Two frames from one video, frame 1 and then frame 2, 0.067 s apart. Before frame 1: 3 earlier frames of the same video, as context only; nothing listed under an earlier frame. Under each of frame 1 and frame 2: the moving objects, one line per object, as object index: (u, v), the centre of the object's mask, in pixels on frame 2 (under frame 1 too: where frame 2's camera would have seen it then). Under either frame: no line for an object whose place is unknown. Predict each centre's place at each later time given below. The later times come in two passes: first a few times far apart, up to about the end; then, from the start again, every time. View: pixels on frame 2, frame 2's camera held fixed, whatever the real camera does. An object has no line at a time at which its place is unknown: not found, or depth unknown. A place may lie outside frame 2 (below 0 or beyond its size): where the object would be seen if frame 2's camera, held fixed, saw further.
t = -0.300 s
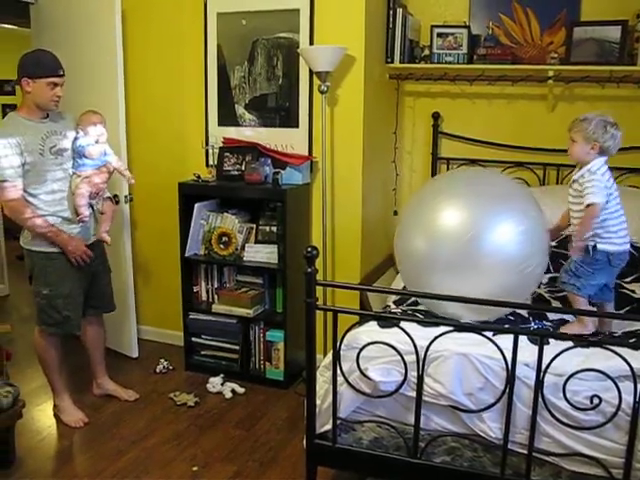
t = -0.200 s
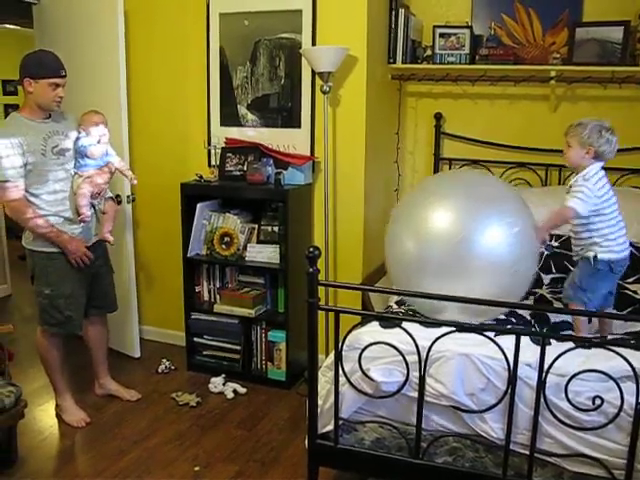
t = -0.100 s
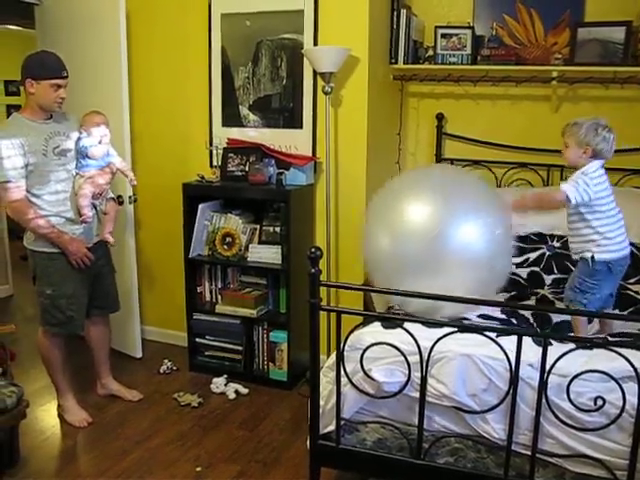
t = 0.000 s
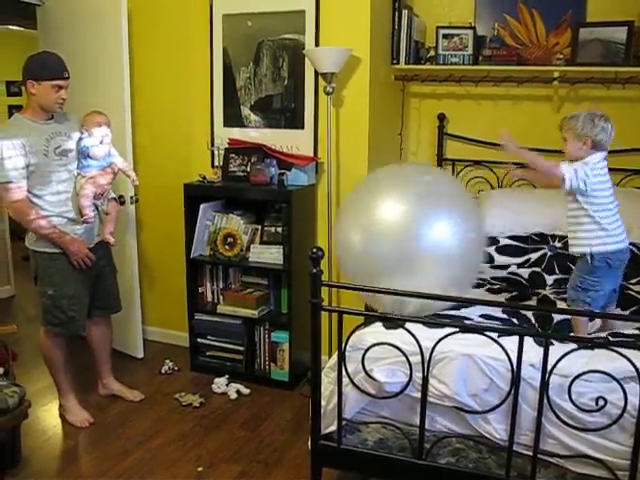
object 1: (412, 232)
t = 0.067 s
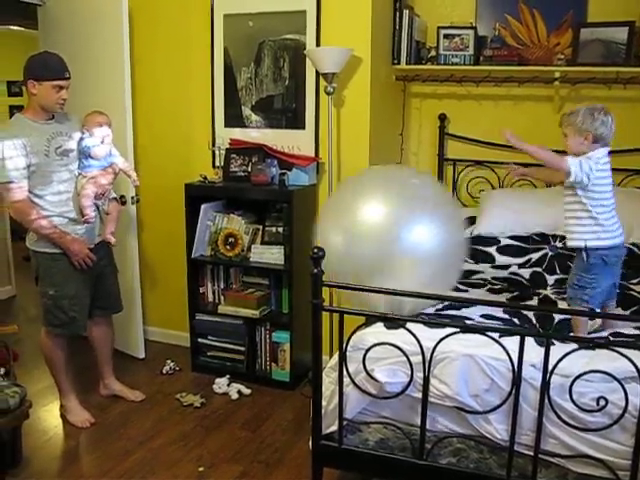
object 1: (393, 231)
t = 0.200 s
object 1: (348, 238)
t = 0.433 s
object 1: (264, 332)
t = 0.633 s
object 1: (225, 339)
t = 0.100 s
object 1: (383, 231)
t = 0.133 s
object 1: (371, 232)
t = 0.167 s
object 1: (360, 234)
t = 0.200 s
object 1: (348, 238)
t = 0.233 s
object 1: (336, 244)
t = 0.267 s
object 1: (325, 252)
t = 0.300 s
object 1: (311, 266)
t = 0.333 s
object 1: (300, 279)
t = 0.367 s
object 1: (288, 295)
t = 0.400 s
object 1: (269, 316)
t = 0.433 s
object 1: (264, 332)
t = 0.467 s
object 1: (259, 351)
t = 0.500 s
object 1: (255, 372)
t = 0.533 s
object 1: (249, 388)
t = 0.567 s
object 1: (243, 380)
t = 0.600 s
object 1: (234, 358)
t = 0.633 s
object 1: (225, 339)
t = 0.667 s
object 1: (214, 323)
